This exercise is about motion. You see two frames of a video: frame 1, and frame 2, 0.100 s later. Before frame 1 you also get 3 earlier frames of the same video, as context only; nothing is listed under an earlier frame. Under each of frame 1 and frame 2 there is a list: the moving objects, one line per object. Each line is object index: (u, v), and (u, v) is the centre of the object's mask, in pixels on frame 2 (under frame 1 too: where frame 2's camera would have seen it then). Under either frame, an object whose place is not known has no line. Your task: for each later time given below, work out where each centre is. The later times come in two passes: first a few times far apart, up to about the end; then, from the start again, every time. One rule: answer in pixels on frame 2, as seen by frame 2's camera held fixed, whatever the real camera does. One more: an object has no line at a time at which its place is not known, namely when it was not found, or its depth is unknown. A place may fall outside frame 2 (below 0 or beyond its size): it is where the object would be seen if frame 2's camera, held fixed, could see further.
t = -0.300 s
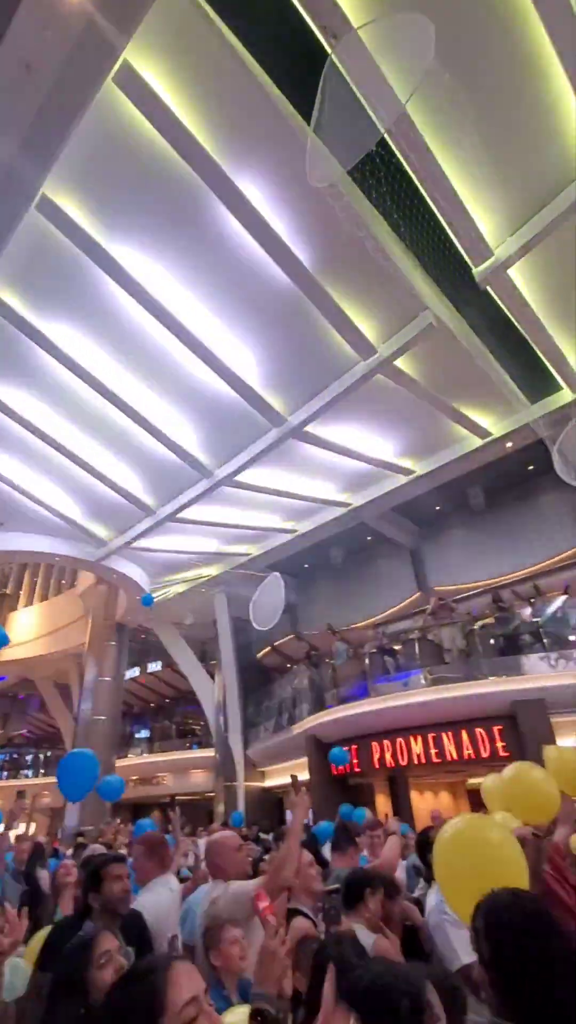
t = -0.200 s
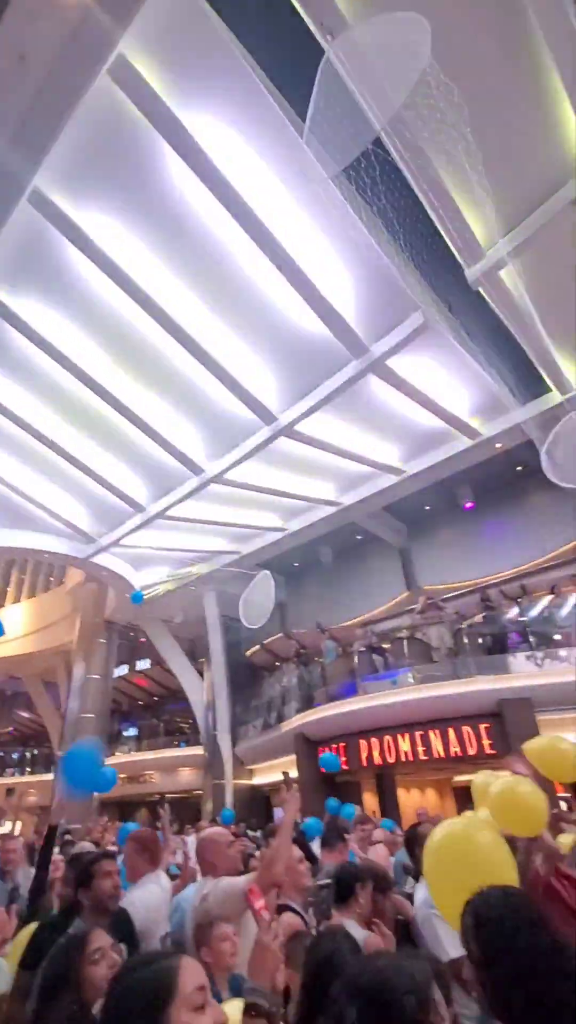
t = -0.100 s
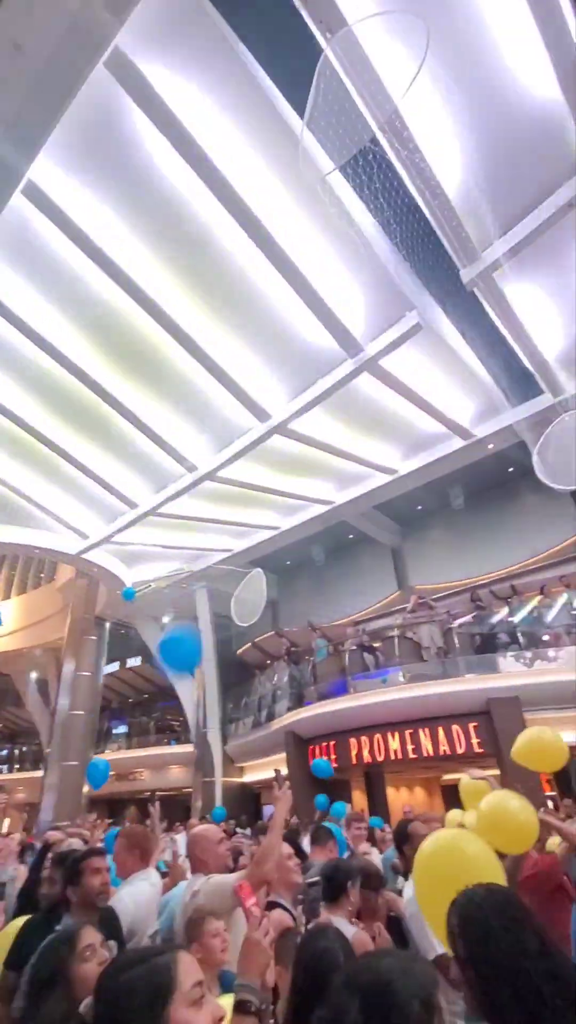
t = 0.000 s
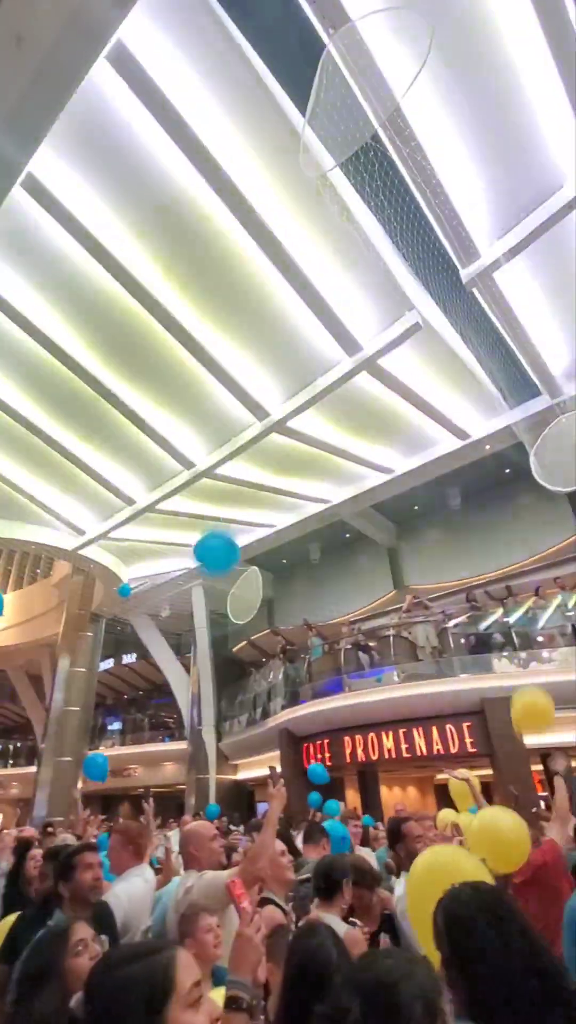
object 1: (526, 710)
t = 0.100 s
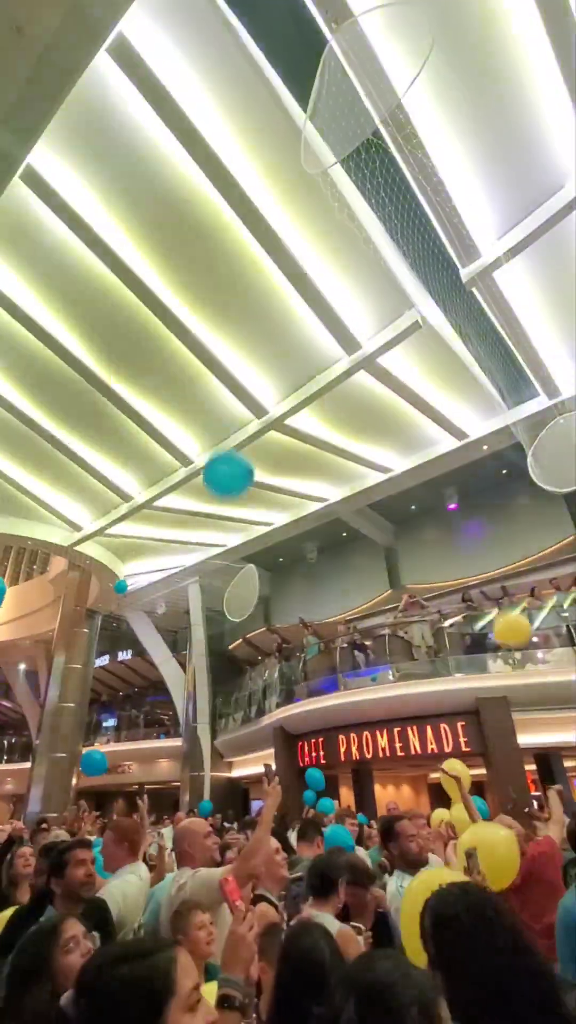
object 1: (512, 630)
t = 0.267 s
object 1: (503, 559)
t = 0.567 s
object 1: (507, 504)
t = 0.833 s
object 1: (518, 484)
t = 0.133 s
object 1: (509, 611)
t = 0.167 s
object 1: (506, 595)
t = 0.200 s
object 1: (504, 582)
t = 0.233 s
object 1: (503, 569)
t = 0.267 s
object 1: (503, 559)
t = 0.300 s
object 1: (503, 550)
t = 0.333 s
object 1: (503, 543)
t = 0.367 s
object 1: (503, 535)
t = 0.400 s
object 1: (503, 529)
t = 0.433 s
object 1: (503, 523)
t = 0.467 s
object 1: (504, 517)
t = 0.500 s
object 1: (505, 512)
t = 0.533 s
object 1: (506, 507)
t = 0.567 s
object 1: (507, 504)
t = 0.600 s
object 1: (508, 500)
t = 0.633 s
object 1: (510, 497)
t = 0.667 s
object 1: (511, 494)
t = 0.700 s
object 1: (513, 491)
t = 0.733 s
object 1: (514, 489)
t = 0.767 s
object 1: (516, 487)
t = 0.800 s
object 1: (517, 485)
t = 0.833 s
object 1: (518, 484)
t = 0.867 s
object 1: (519, 482)
